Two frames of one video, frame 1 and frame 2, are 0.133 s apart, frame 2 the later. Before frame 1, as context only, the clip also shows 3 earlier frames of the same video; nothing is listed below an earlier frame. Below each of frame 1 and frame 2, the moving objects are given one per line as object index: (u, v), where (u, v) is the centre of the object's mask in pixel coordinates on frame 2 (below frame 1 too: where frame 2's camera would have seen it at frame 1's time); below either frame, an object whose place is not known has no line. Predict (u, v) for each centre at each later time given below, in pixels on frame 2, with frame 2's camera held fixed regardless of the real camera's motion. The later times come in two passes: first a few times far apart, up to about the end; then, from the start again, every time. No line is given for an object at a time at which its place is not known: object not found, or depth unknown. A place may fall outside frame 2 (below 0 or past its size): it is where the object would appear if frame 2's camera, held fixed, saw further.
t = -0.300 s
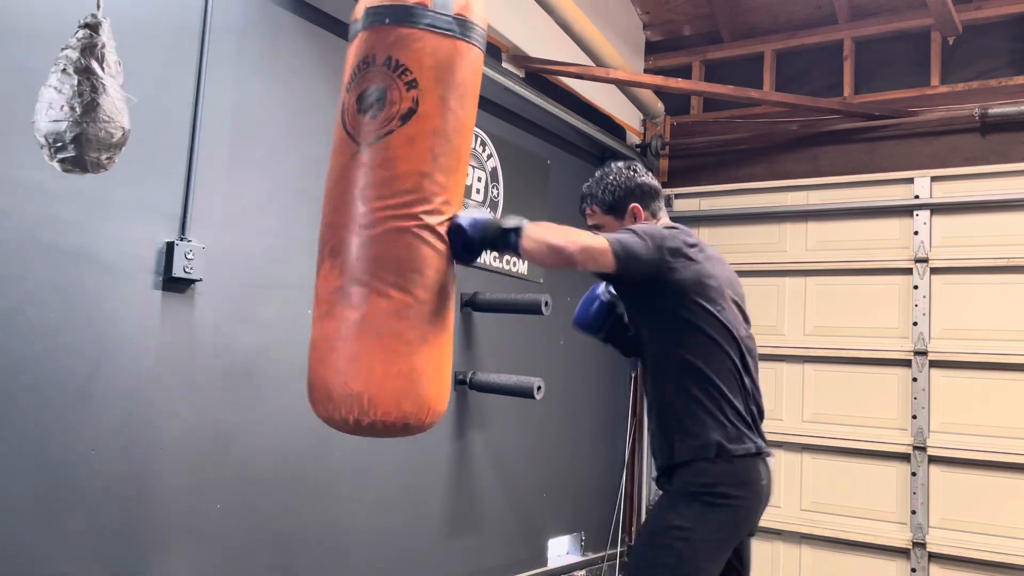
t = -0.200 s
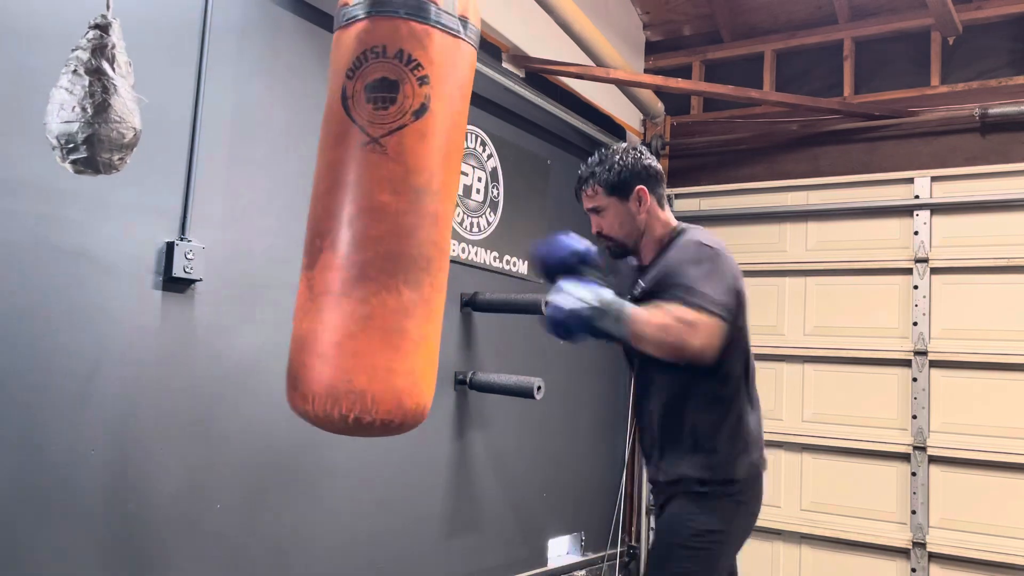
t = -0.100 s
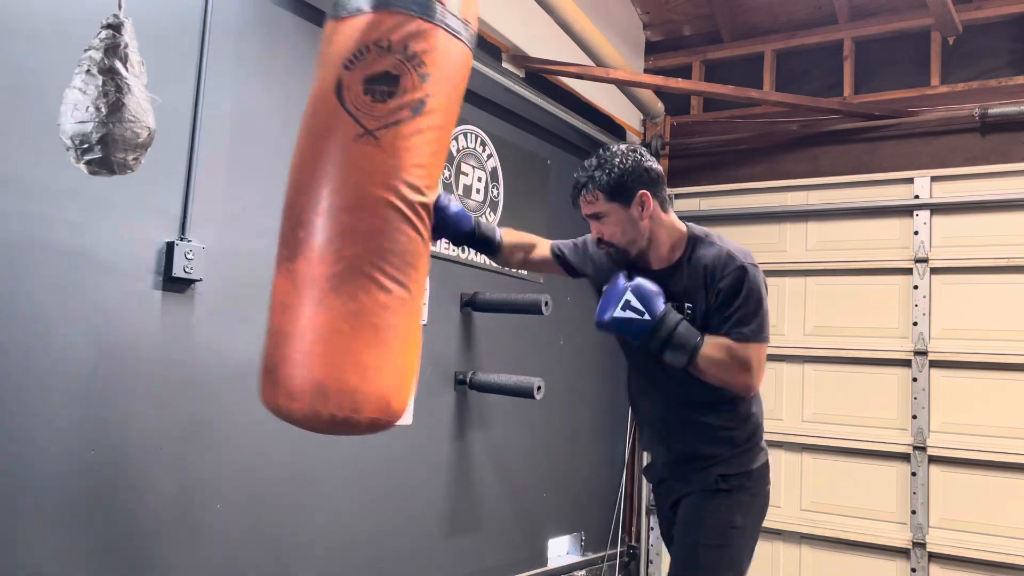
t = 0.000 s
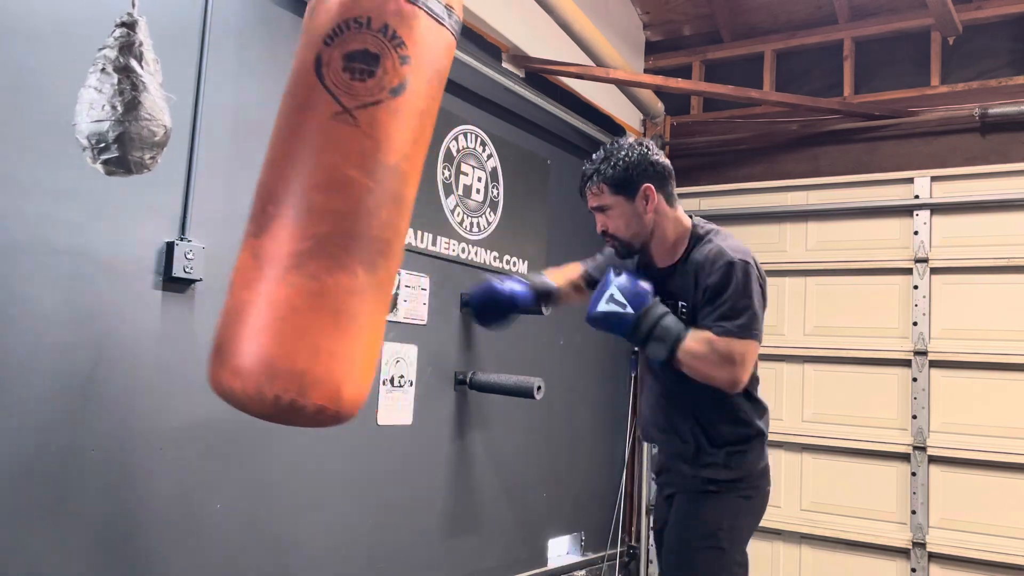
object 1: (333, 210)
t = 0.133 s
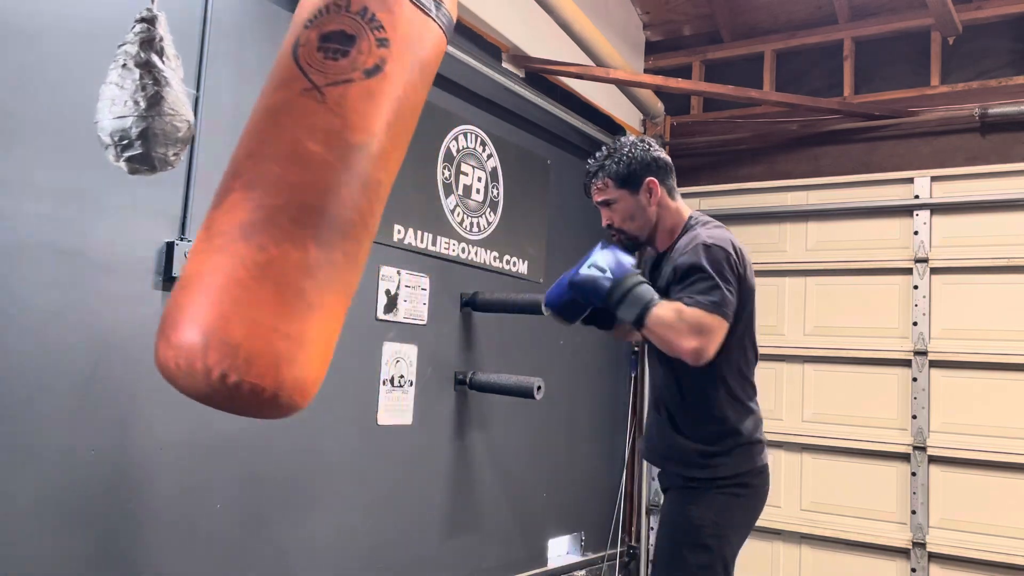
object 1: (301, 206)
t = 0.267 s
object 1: (284, 203)
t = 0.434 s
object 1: (296, 207)
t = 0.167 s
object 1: (295, 204)
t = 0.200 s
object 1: (288, 203)
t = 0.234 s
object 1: (285, 203)
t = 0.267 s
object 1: (284, 203)
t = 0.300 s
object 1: (283, 203)
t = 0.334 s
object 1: (284, 204)
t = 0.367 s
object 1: (286, 206)
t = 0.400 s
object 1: (290, 206)
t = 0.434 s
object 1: (296, 207)
